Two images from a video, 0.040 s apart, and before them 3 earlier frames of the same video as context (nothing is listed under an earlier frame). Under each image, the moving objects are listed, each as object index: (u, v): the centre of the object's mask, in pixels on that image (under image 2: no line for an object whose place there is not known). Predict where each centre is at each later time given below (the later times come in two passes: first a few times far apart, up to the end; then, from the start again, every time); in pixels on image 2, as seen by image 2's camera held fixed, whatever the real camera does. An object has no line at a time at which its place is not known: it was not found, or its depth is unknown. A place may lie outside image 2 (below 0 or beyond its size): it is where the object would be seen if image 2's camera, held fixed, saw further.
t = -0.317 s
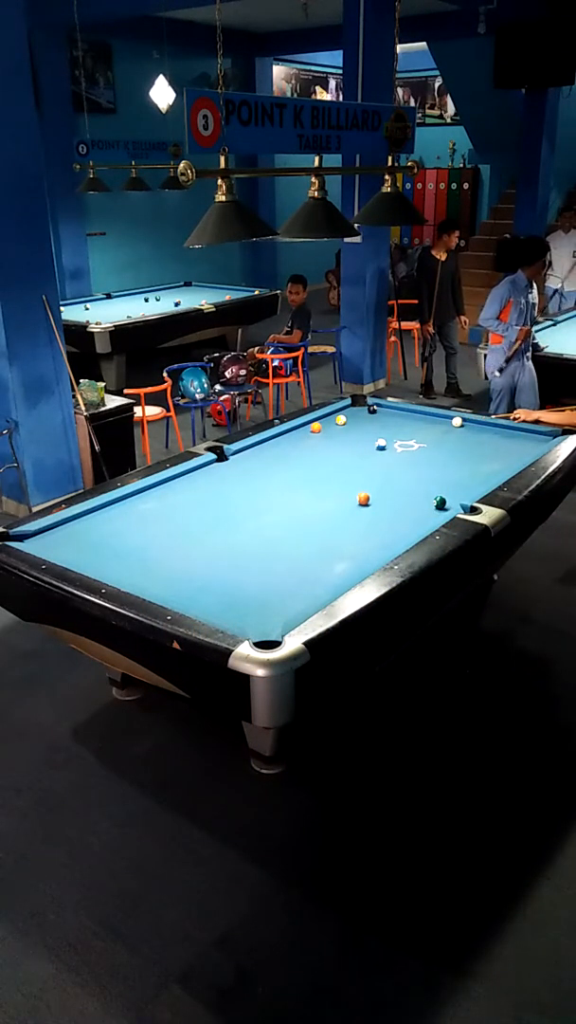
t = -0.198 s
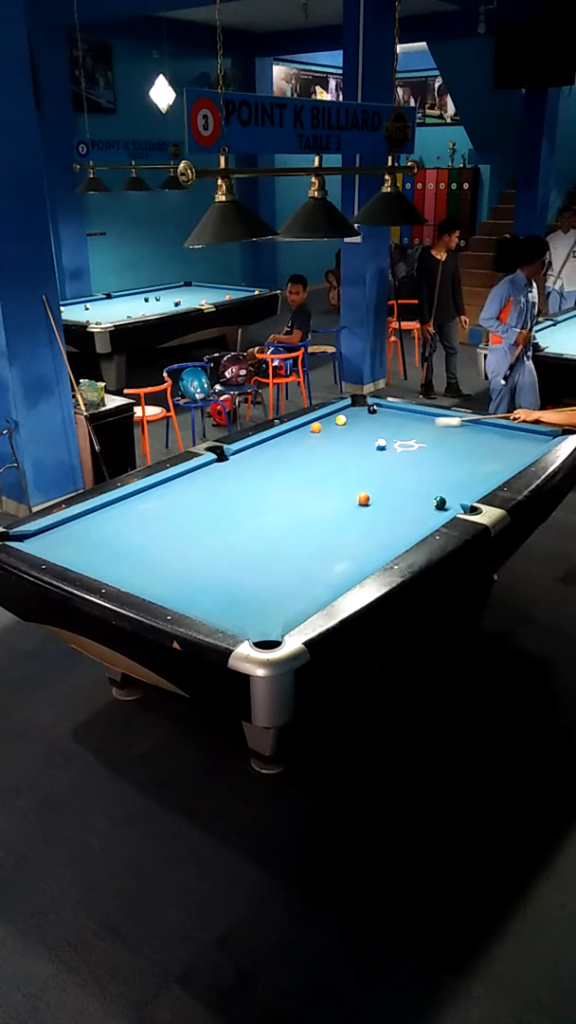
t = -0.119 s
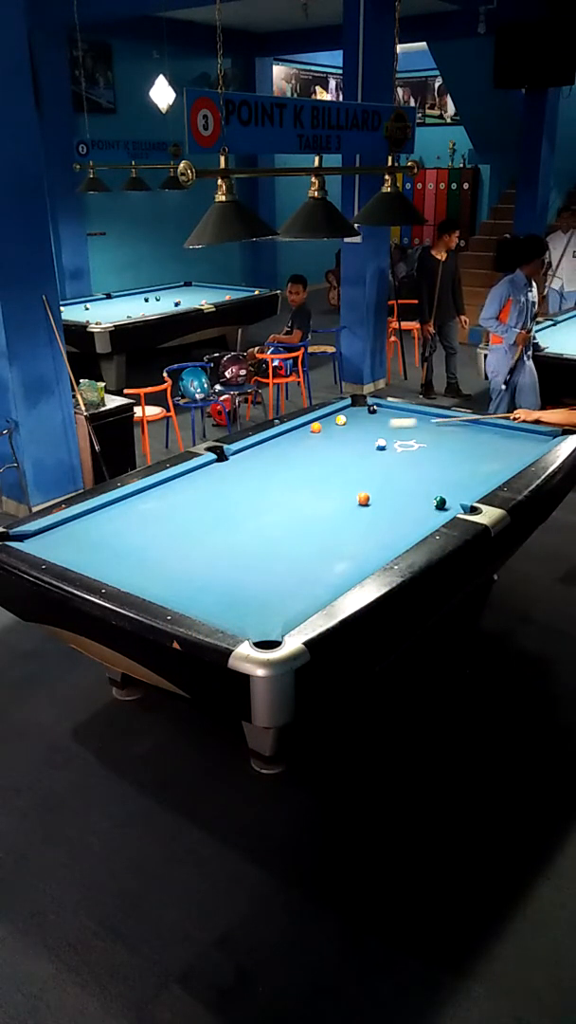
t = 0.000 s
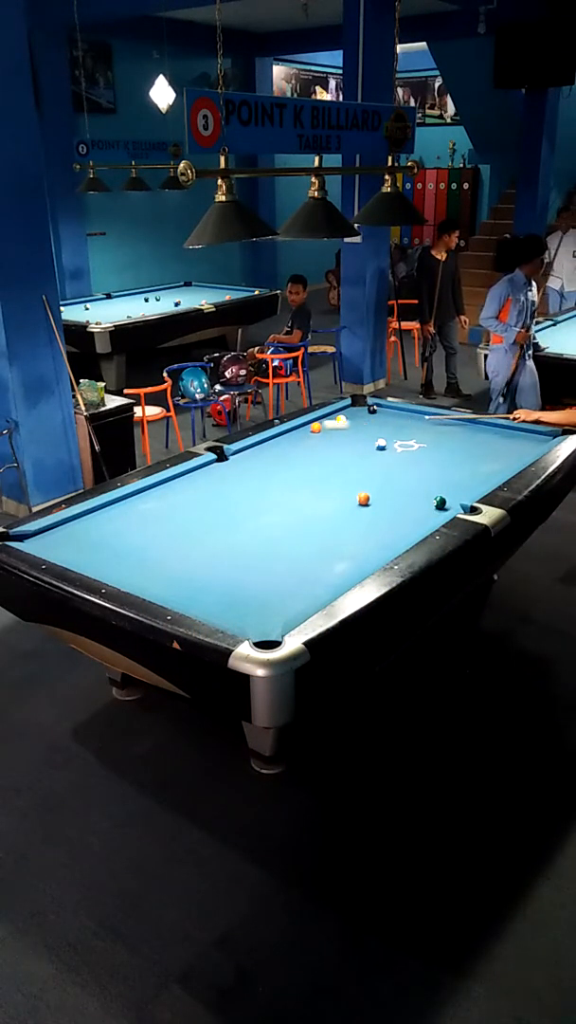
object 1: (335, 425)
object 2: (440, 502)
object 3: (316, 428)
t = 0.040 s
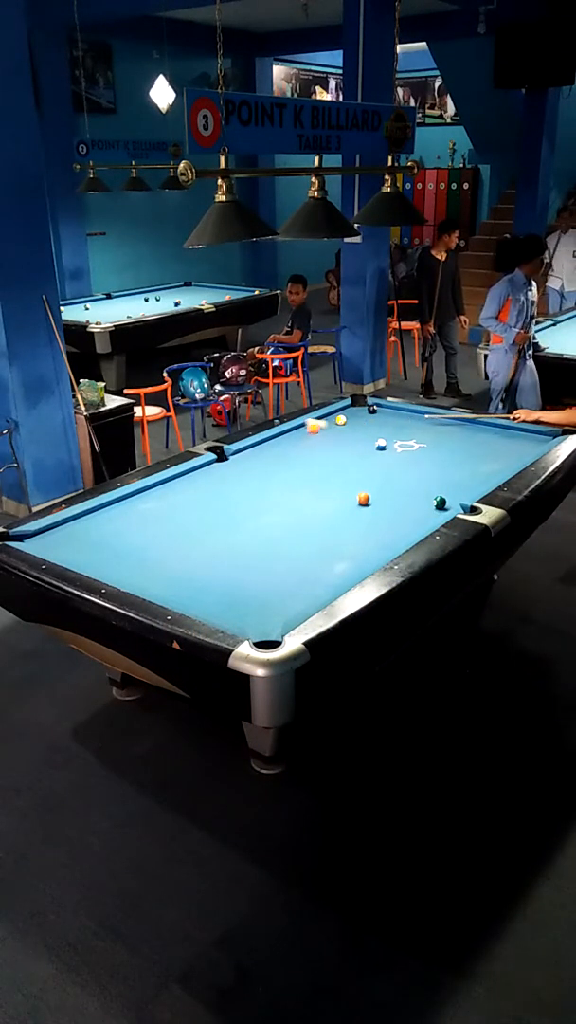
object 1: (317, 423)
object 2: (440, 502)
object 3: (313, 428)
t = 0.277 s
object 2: (440, 502)
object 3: (284, 442)
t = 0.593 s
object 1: (409, 441)
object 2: (440, 502)
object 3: (243, 462)
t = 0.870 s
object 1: (450, 443)
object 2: (440, 502)
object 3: (204, 480)
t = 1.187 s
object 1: (494, 446)
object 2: (440, 502)
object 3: (156, 503)
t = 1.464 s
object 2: (425, 502)
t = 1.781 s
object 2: (402, 503)
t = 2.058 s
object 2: (384, 503)
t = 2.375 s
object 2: (366, 504)
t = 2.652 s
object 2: (351, 503)
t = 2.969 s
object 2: (336, 503)
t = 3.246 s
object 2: (325, 503)
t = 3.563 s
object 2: (314, 503)
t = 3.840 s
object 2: (307, 503)
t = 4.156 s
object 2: (301, 502)
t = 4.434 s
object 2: (297, 502)
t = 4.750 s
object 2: (295, 501)
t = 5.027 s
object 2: (294, 501)
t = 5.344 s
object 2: (294, 501)
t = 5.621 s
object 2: (294, 501)
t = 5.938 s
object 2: (294, 501)
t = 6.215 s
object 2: (294, 501)
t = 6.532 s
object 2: (294, 501)
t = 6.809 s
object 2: (294, 501)
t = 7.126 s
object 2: (294, 501)
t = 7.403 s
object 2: (294, 501)
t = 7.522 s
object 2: (294, 501)
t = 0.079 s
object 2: (440, 502)
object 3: (308, 431)
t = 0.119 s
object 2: (440, 502)
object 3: (303, 433)
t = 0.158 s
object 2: (440, 502)
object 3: (298, 436)
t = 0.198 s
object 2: (440, 502)
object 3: (293, 438)
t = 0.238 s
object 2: (440, 502)
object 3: (289, 440)
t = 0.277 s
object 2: (440, 502)
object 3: (284, 442)
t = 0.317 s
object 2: (440, 502)
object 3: (279, 445)
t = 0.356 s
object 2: (440, 502)
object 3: (274, 447)
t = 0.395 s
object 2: (440, 502)
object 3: (269, 449)
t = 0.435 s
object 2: (440, 502)
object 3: (264, 452)
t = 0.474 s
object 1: (392, 440)
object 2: (440, 502)
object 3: (259, 454)
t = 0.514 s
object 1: (398, 441)
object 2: (440, 502)
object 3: (254, 457)
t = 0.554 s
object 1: (404, 441)
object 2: (440, 502)
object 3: (248, 459)
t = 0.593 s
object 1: (409, 441)
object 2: (440, 502)
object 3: (243, 462)
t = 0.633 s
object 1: (415, 441)
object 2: (440, 502)
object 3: (238, 464)
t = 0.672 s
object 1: (422, 442)
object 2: (440, 502)
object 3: (232, 467)
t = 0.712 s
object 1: (427, 442)
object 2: (440, 502)
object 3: (227, 469)
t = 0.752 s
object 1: (433, 442)
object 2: (440, 502)
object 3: (221, 472)
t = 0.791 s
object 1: (438, 443)
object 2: (440, 502)
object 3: (216, 474)
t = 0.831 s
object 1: (444, 443)
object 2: (440, 502)
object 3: (210, 477)
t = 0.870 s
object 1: (450, 443)
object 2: (440, 502)
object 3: (204, 480)
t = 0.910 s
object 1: (455, 444)
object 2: (440, 502)
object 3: (199, 482)
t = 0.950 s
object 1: (461, 444)
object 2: (440, 502)
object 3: (192, 485)
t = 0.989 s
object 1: (466, 444)
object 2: (440, 502)
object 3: (187, 488)
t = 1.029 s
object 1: (472, 444)
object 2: (439, 502)
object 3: (181, 491)
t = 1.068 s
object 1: (478, 445)
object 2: (440, 502)
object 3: (174, 494)
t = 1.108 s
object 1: (483, 445)
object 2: (440, 502)
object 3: (168, 496)
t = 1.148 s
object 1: (489, 445)
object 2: (440, 502)
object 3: (162, 499)
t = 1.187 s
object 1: (494, 446)
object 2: (440, 502)
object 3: (156, 503)
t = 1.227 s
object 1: (500, 446)
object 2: (440, 502)
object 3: (149, 505)
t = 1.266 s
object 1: (505, 446)
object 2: (439, 502)
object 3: (143, 508)
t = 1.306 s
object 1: (511, 446)
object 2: (438, 502)
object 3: (136, 511)
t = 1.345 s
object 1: (516, 446)
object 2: (434, 502)
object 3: (129, 514)
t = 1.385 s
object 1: (522, 447)
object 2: (431, 502)
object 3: (123, 518)
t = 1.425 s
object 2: (428, 502)
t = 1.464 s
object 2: (425, 502)
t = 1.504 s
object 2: (422, 502)
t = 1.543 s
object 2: (419, 503)
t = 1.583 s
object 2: (417, 503)
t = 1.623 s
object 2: (414, 503)
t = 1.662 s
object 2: (411, 503)
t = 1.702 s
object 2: (408, 503)
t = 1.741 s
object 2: (405, 503)
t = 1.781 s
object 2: (402, 503)
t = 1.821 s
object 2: (400, 503)
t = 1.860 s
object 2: (397, 503)
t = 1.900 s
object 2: (395, 503)
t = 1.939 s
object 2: (392, 503)
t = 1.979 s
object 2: (389, 503)
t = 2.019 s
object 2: (387, 503)
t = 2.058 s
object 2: (384, 503)
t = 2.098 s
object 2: (382, 503)
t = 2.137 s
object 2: (379, 503)
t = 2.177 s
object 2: (377, 503)
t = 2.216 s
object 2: (375, 503)
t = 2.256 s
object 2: (372, 503)
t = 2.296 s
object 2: (370, 504)
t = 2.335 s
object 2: (368, 504)
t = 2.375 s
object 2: (366, 504)
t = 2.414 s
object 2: (364, 503)
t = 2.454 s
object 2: (361, 503)
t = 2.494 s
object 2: (359, 504)
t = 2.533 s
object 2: (357, 504)
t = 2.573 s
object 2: (355, 504)
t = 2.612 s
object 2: (353, 503)
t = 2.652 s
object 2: (351, 503)
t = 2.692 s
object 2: (349, 503)
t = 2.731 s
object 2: (347, 503)
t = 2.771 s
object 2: (345, 504)
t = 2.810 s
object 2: (343, 504)
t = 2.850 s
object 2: (341, 503)
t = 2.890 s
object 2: (340, 503)
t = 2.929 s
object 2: (338, 503)
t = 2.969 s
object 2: (336, 503)
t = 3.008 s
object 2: (334, 503)
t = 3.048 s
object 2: (333, 503)
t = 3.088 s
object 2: (331, 503)
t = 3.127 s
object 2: (329, 503)
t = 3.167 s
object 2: (328, 503)
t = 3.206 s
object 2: (326, 503)
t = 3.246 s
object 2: (325, 503)
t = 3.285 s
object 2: (323, 503)
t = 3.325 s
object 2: (322, 503)
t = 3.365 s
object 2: (321, 503)
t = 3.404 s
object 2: (319, 503)
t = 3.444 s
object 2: (318, 503)
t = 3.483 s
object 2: (317, 503)
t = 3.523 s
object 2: (315, 503)
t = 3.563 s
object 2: (314, 503)
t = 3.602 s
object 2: (313, 503)
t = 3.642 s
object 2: (312, 503)
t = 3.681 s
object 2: (311, 503)
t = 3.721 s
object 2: (310, 503)
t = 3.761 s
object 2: (309, 503)
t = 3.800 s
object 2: (308, 503)
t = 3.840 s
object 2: (307, 503)
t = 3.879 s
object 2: (306, 503)
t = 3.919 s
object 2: (305, 503)
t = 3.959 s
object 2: (304, 503)
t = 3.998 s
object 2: (304, 503)
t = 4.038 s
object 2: (303, 503)
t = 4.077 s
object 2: (302, 502)
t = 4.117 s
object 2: (301, 502)
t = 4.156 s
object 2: (301, 502)
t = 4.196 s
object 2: (300, 502)
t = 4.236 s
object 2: (300, 502)
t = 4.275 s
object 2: (299, 502)
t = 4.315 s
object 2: (298, 502)
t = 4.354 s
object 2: (298, 502)
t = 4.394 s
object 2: (297, 502)
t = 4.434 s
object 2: (297, 502)
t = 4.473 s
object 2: (296, 502)
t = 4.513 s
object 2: (296, 501)
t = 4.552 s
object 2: (296, 502)
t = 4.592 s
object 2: (296, 502)
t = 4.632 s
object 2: (295, 502)
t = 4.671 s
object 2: (295, 502)
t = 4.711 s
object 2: (295, 501)
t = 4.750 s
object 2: (295, 501)
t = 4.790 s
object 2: (294, 501)
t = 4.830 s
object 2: (294, 501)
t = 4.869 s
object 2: (294, 501)
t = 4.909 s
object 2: (294, 501)
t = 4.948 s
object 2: (294, 501)
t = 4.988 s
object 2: (294, 501)
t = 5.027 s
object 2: (294, 501)
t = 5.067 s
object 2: (294, 501)
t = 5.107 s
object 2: (294, 501)
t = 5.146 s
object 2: (294, 501)
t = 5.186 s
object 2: (294, 501)
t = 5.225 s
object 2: (294, 501)
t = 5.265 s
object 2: (294, 501)
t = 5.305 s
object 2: (294, 501)
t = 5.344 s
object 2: (294, 501)
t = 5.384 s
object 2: (294, 501)
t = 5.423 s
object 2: (294, 501)
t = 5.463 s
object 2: (294, 501)
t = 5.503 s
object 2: (294, 501)
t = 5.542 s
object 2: (294, 501)
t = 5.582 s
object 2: (294, 501)
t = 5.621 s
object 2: (294, 501)
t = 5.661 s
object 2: (294, 501)
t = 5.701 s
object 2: (294, 501)
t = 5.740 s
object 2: (294, 501)
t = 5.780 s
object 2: (294, 501)
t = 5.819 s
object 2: (294, 501)
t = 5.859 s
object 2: (294, 501)
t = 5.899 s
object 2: (294, 501)
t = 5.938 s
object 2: (294, 501)
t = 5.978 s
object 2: (294, 501)
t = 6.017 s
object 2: (294, 501)
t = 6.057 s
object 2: (294, 501)
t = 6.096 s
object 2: (294, 501)
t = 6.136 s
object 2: (294, 501)
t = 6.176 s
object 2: (294, 501)
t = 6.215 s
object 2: (294, 501)
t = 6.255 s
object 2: (294, 501)
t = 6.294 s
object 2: (294, 501)
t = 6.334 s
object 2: (294, 501)
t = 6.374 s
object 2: (294, 501)
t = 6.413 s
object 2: (294, 501)
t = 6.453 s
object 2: (294, 501)
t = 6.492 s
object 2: (294, 501)
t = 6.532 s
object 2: (294, 501)
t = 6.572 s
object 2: (294, 501)
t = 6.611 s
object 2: (294, 501)
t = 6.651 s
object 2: (294, 501)
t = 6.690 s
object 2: (294, 501)
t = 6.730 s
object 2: (294, 501)
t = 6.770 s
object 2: (294, 501)
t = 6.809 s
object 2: (294, 501)
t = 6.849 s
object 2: (294, 501)
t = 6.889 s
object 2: (294, 501)
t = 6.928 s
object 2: (294, 501)
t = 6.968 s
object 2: (294, 501)
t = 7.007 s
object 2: (294, 501)
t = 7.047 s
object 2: (294, 501)
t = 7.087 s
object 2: (294, 501)
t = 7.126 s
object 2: (294, 501)
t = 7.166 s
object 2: (294, 501)
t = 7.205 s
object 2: (294, 501)
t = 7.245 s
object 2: (294, 501)
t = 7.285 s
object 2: (294, 501)
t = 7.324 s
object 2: (294, 501)
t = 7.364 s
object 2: (294, 501)
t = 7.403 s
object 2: (294, 501)
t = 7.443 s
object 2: (294, 501)
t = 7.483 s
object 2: (294, 501)
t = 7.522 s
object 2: (294, 501)
